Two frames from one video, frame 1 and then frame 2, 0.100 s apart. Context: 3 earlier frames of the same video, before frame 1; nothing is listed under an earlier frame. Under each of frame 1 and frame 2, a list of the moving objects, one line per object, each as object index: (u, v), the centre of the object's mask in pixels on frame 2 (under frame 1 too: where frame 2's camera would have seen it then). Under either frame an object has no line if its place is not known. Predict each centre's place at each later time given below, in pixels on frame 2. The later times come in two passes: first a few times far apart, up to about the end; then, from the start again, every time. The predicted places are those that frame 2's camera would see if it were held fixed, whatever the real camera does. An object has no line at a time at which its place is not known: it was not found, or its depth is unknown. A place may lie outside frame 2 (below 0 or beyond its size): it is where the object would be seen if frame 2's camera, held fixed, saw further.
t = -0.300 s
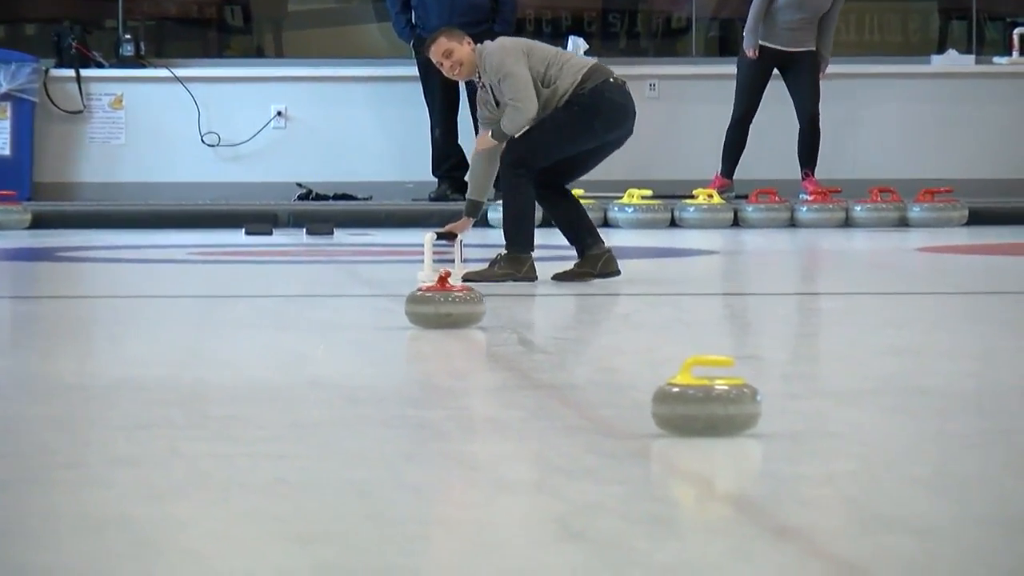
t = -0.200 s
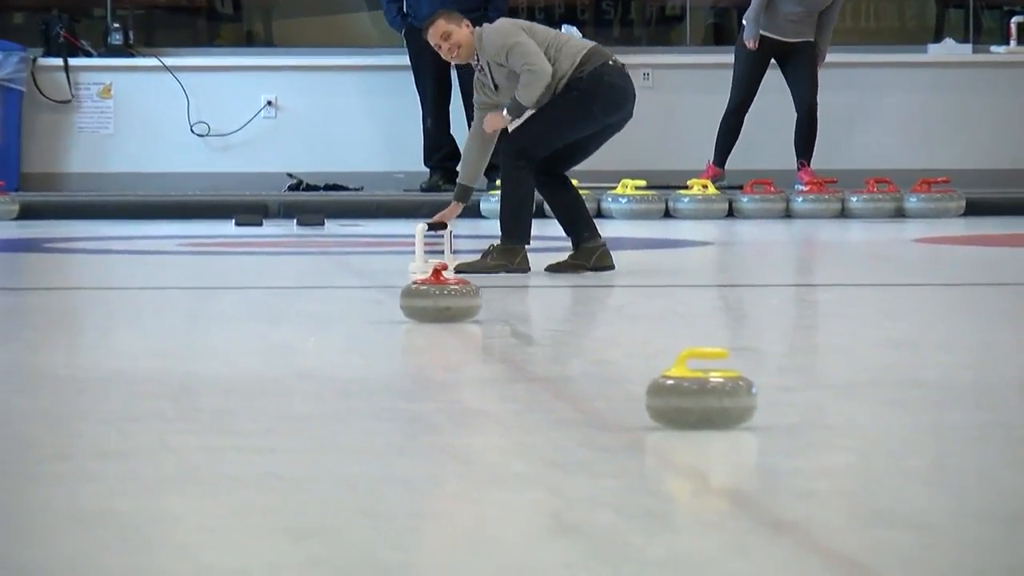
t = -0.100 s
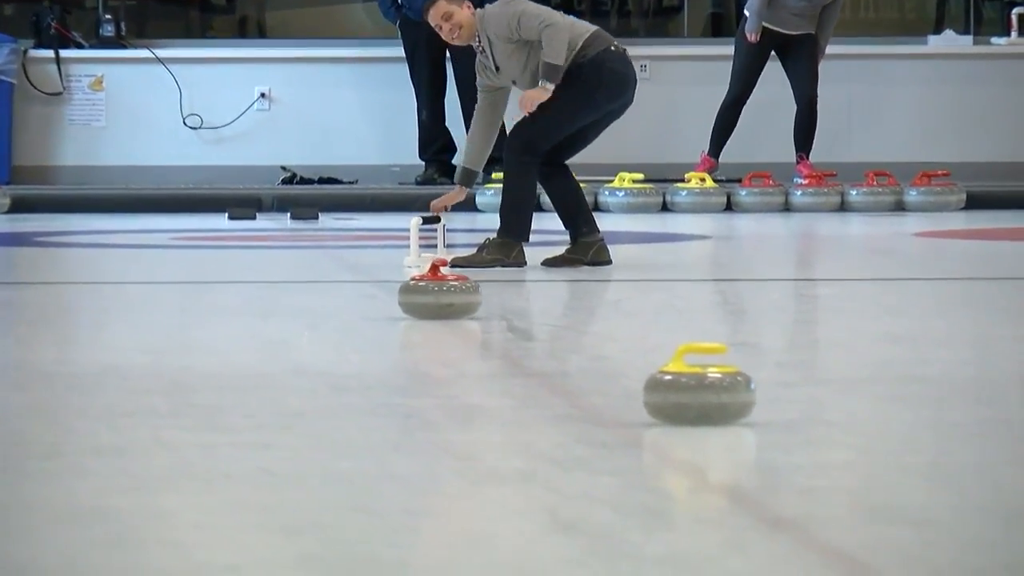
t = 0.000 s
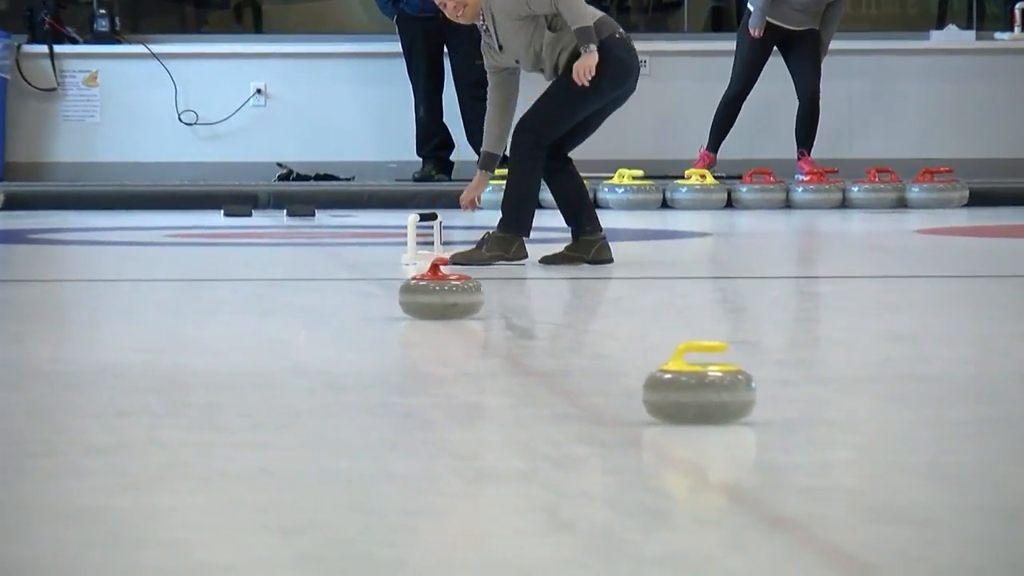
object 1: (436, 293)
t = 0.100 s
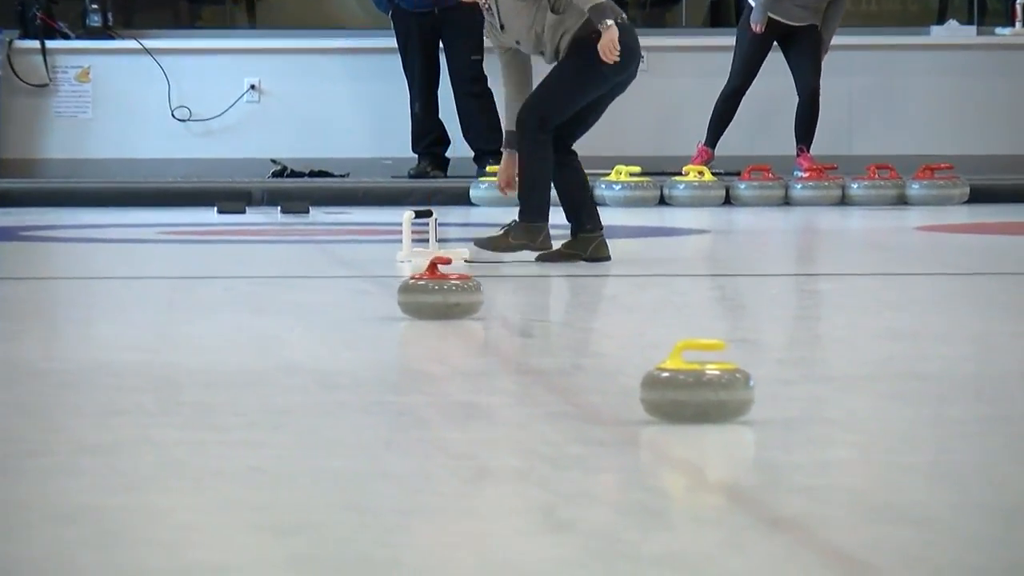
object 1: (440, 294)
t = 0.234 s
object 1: (444, 296)
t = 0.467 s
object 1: (454, 301)
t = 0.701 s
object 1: (463, 306)
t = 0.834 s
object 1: (469, 309)
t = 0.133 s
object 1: (441, 294)
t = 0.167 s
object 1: (442, 295)
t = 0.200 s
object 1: (443, 296)
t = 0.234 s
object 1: (444, 296)
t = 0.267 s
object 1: (445, 297)
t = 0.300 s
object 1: (447, 297)
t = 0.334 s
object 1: (448, 298)
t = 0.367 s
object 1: (450, 299)
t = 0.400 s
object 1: (451, 300)
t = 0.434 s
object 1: (453, 300)
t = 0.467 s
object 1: (454, 301)
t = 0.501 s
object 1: (455, 302)
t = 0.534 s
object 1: (456, 303)
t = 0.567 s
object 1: (457, 303)
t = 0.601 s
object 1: (458, 304)
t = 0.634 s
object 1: (460, 305)
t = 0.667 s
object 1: (462, 305)
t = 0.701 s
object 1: (463, 306)
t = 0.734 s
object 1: (465, 306)
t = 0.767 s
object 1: (467, 307)
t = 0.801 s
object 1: (468, 308)
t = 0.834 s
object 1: (469, 309)
